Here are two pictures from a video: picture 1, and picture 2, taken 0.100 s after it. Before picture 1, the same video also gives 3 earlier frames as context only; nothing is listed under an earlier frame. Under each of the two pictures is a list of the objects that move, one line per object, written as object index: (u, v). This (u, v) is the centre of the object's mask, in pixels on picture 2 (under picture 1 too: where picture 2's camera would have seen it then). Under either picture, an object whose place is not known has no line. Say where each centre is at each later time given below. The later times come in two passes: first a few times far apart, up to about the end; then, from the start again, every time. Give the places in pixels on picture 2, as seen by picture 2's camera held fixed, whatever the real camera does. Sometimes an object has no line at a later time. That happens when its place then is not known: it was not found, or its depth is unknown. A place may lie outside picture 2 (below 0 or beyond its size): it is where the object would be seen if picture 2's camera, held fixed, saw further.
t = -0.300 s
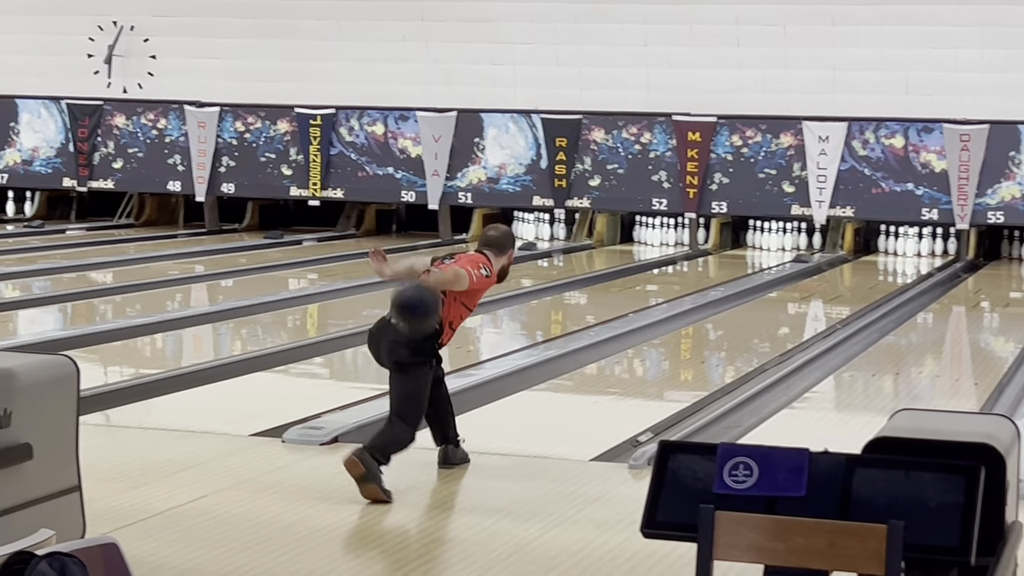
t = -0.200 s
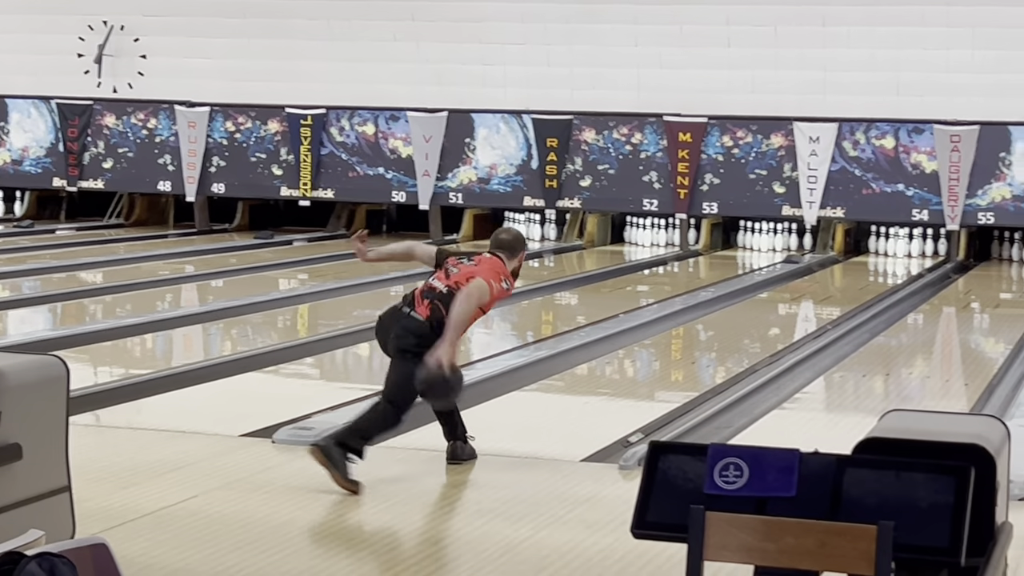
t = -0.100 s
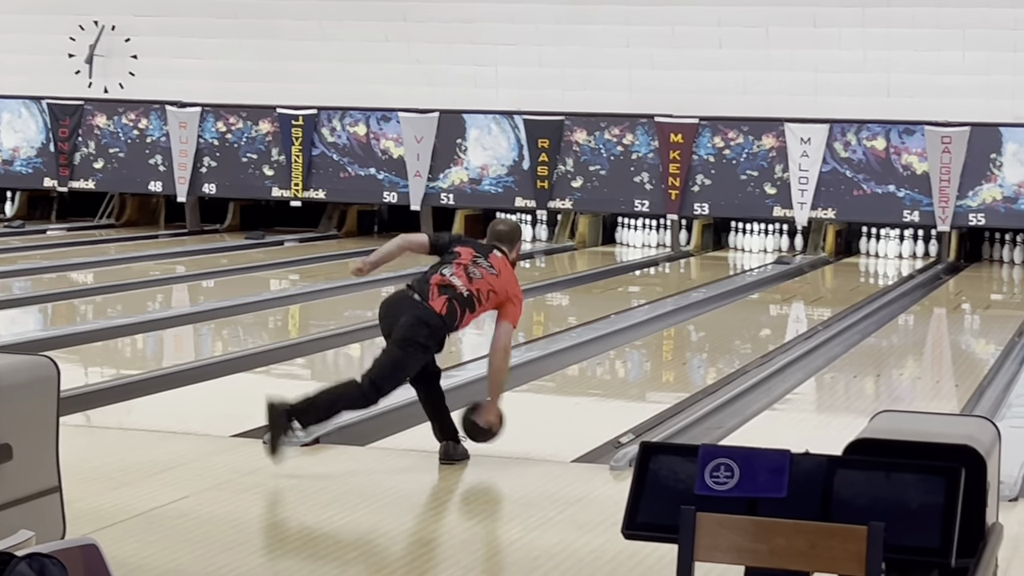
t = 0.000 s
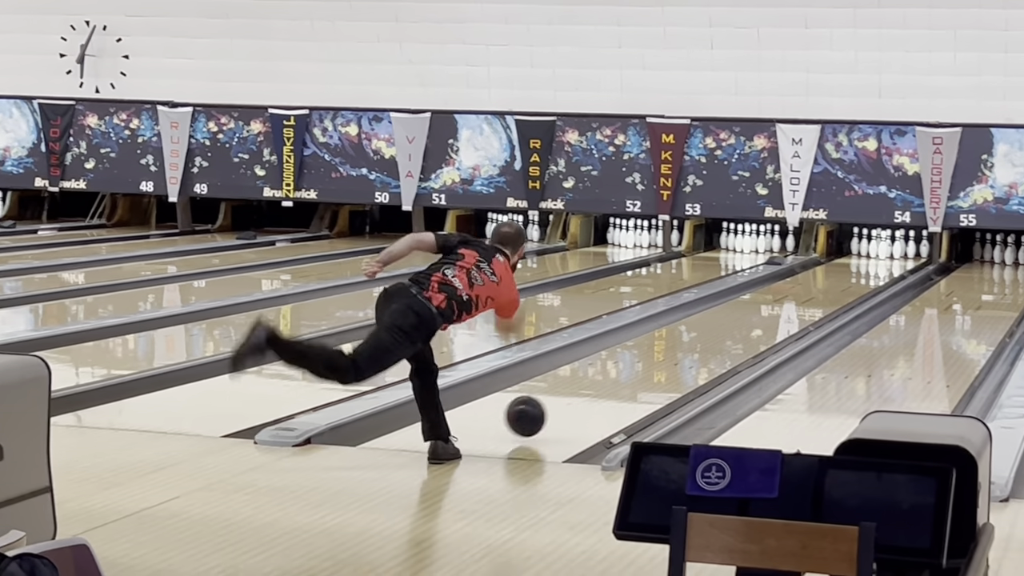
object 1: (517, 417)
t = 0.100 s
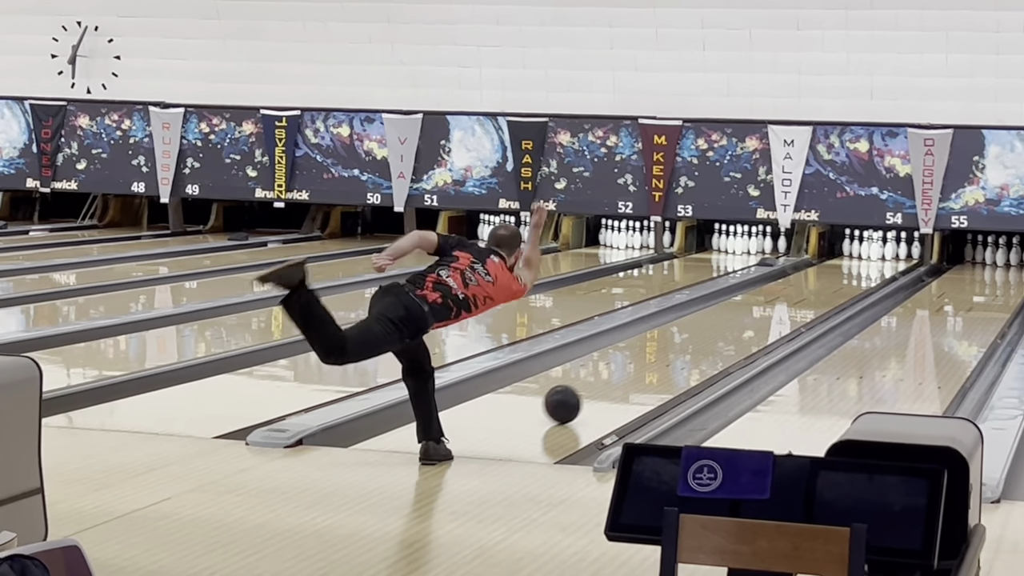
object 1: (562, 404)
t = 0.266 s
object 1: (625, 379)
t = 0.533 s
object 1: (703, 348)
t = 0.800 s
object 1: (760, 325)
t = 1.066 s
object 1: (806, 306)
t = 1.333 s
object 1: (839, 290)
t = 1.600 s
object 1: (862, 278)
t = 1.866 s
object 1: (875, 267)
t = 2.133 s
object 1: (880, 258)
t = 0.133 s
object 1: (576, 398)
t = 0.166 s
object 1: (589, 393)
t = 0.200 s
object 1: (601, 389)
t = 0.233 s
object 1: (613, 384)
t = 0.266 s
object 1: (625, 379)
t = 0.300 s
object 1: (636, 375)
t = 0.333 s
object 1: (647, 371)
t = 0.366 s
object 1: (657, 367)
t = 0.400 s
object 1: (667, 363)
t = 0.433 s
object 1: (676, 359)
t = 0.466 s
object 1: (685, 355)
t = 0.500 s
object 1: (694, 352)
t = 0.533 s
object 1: (703, 348)
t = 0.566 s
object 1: (711, 345)
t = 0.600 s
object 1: (719, 342)
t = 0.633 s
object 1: (726, 338)
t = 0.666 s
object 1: (733, 336)
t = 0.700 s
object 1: (741, 333)
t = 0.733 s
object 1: (747, 330)
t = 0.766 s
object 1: (754, 327)
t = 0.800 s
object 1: (760, 325)
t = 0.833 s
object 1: (766, 322)
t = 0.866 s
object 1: (773, 319)
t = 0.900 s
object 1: (779, 317)
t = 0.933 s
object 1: (784, 315)
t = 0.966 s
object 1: (790, 312)
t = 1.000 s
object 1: (796, 310)
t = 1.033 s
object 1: (800, 308)
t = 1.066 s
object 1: (806, 306)
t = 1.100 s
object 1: (810, 303)
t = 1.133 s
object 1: (815, 301)
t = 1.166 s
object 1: (819, 300)
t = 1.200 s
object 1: (824, 298)
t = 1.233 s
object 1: (828, 296)
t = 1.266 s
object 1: (832, 294)
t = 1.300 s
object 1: (835, 292)
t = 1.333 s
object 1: (839, 290)
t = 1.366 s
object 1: (842, 289)
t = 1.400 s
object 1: (846, 287)
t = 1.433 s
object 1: (849, 285)
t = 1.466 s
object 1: (851, 284)
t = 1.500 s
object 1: (854, 282)
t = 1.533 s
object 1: (857, 281)
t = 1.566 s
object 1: (859, 279)
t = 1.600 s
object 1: (862, 278)
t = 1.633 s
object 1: (864, 276)
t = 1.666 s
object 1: (866, 275)
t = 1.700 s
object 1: (868, 274)
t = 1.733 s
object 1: (869, 272)
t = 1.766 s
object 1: (871, 271)
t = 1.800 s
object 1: (872, 270)
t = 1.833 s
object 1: (874, 268)
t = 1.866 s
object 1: (875, 267)
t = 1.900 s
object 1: (876, 266)
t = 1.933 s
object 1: (877, 265)
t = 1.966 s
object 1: (878, 264)
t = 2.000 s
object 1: (878, 262)
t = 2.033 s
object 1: (879, 262)
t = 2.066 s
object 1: (879, 261)
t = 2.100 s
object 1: (879, 259)
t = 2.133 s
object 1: (880, 258)
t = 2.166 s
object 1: (880, 257)
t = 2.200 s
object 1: (880, 256)
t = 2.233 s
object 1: (879, 256)
